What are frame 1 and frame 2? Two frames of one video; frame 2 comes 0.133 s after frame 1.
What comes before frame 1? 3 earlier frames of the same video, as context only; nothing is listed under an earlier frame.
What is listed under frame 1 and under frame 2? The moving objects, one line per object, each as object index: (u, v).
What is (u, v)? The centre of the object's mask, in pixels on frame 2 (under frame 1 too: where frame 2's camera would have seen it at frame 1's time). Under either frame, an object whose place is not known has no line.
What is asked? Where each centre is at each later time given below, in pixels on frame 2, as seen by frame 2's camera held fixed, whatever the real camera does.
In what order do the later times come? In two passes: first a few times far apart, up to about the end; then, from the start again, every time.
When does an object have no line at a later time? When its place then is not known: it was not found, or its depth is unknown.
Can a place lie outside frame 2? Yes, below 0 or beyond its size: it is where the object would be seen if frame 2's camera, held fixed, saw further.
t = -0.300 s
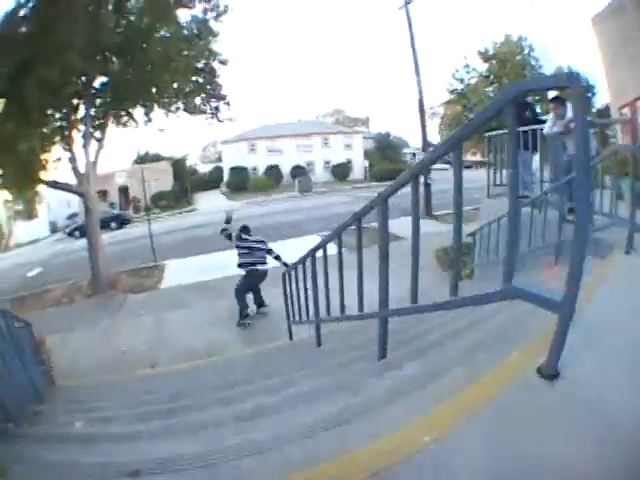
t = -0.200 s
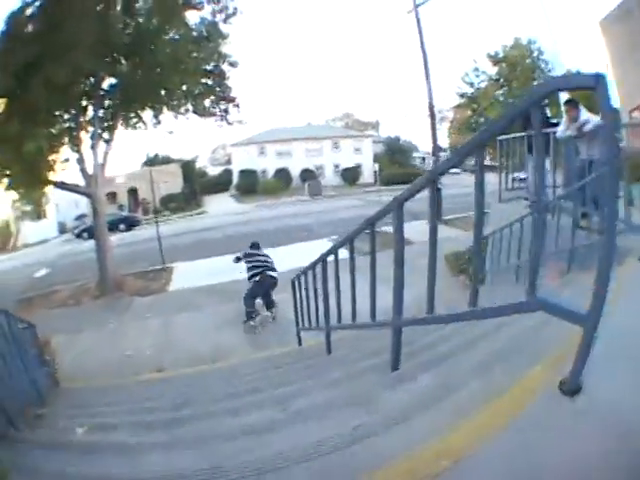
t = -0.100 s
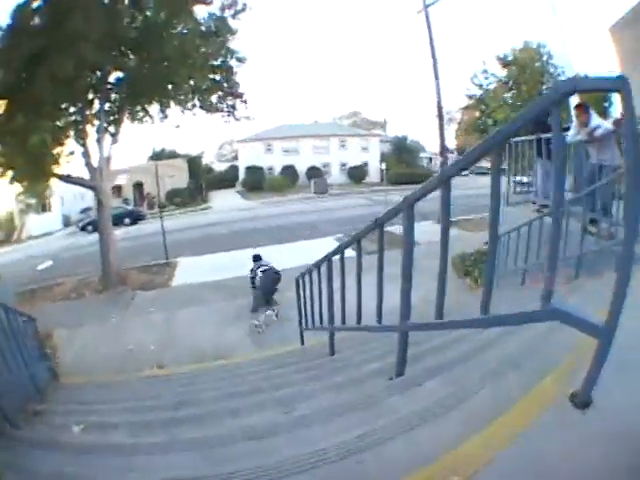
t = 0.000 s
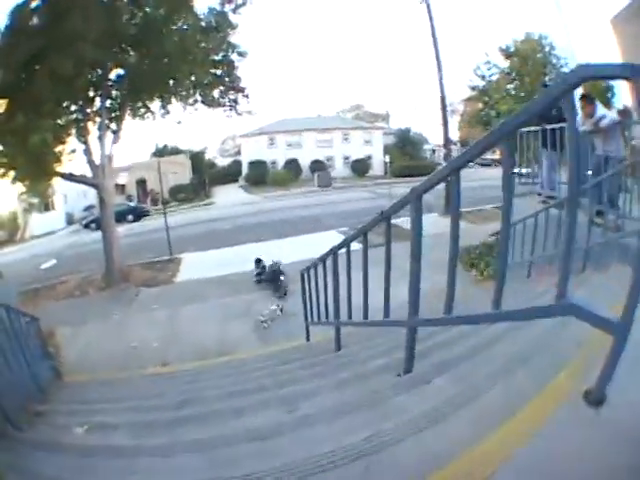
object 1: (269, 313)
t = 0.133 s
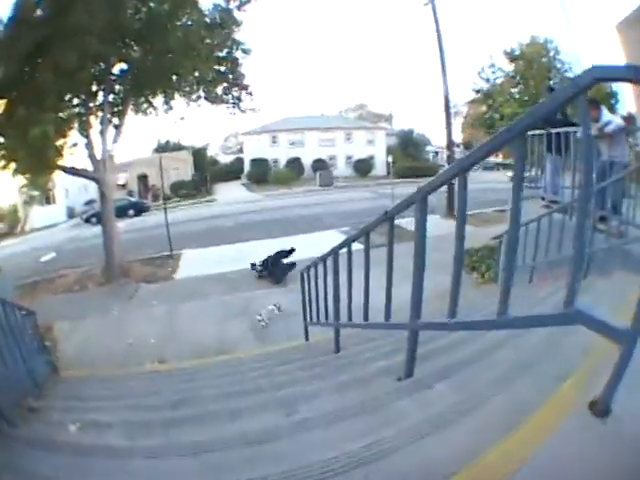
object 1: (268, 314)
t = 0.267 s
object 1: (268, 317)
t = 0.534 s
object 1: (265, 312)
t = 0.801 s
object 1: (263, 309)
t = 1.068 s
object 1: (267, 309)
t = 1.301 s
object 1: (267, 311)
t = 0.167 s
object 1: (268, 314)
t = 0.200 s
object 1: (268, 314)
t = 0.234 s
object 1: (266, 316)
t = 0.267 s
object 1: (268, 317)
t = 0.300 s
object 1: (267, 318)
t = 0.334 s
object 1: (265, 318)
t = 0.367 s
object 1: (267, 317)
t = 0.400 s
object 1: (266, 316)
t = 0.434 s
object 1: (266, 315)
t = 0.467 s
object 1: (265, 314)
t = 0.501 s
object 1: (265, 313)
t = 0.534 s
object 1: (265, 312)
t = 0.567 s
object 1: (265, 311)
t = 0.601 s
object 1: (265, 310)
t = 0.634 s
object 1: (264, 309)
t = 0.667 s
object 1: (263, 309)
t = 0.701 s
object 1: (263, 308)
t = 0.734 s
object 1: (263, 308)
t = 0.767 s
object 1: (263, 309)
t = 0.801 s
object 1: (263, 309)
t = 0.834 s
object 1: (264, 309)
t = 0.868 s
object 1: (264, 309)
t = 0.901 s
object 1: (264, 309)
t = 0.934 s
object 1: (265, 309)
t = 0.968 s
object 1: (265, 309)
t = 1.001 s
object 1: (266, 309)
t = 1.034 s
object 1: (266, 309)
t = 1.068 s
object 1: (267, 309)
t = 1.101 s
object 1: (267, 310)
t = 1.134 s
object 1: (267, 310)
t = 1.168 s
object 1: (267, 310)
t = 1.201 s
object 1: (267, 311)
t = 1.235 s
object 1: (267, 311)
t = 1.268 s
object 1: (267, 311)
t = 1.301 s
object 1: (267, 311)
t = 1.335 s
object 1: (267, 311)
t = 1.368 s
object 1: (268, 311)
